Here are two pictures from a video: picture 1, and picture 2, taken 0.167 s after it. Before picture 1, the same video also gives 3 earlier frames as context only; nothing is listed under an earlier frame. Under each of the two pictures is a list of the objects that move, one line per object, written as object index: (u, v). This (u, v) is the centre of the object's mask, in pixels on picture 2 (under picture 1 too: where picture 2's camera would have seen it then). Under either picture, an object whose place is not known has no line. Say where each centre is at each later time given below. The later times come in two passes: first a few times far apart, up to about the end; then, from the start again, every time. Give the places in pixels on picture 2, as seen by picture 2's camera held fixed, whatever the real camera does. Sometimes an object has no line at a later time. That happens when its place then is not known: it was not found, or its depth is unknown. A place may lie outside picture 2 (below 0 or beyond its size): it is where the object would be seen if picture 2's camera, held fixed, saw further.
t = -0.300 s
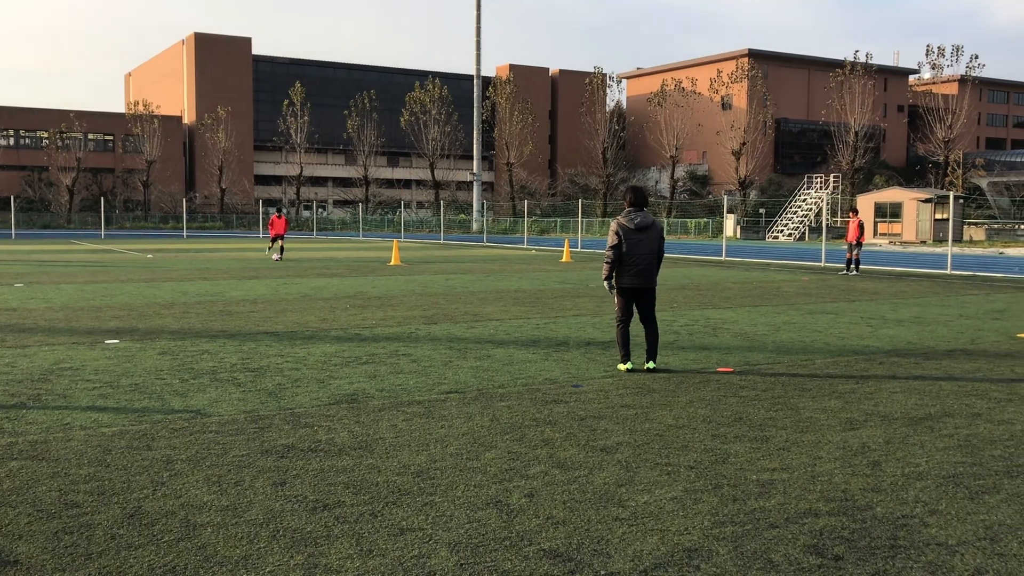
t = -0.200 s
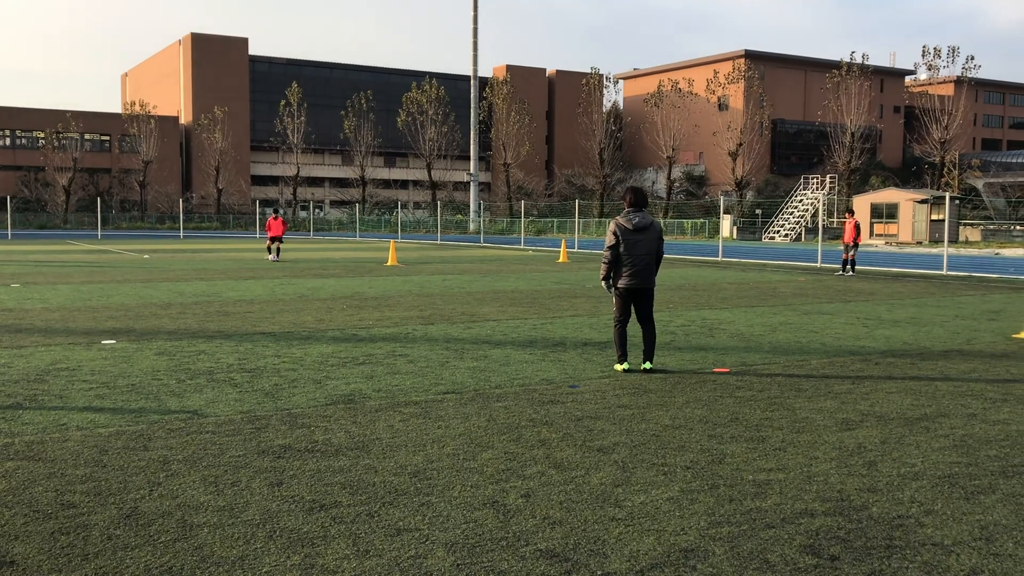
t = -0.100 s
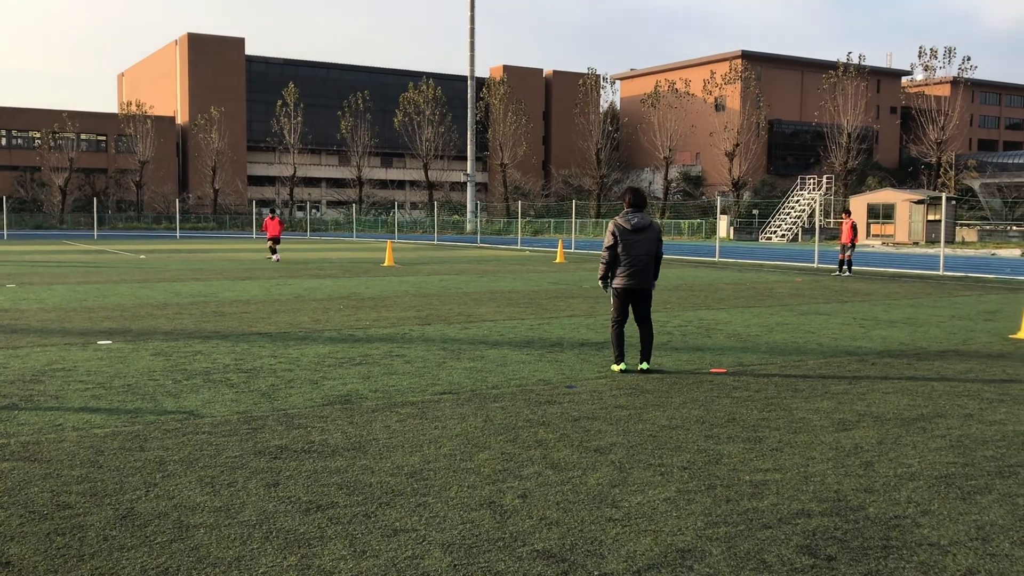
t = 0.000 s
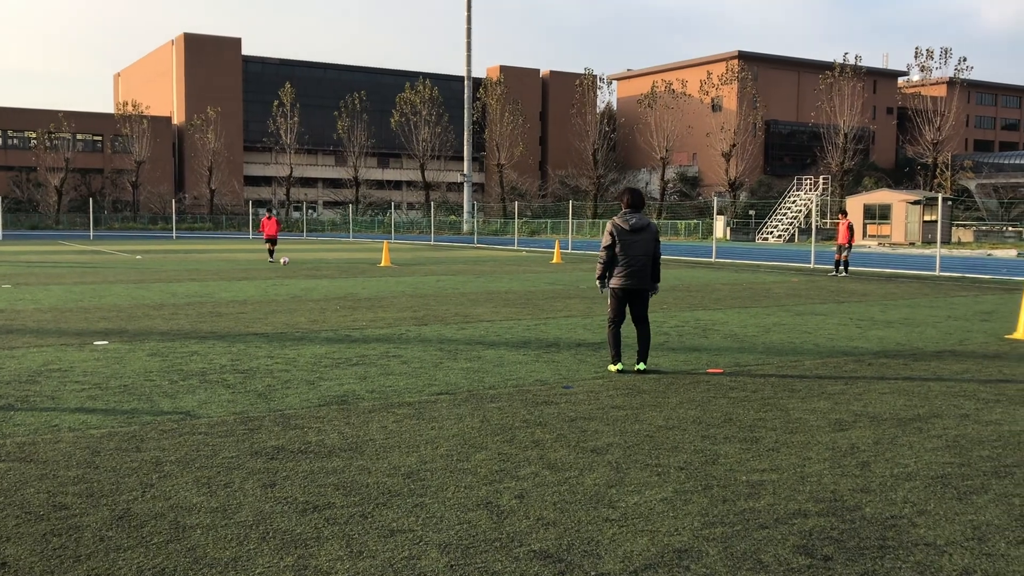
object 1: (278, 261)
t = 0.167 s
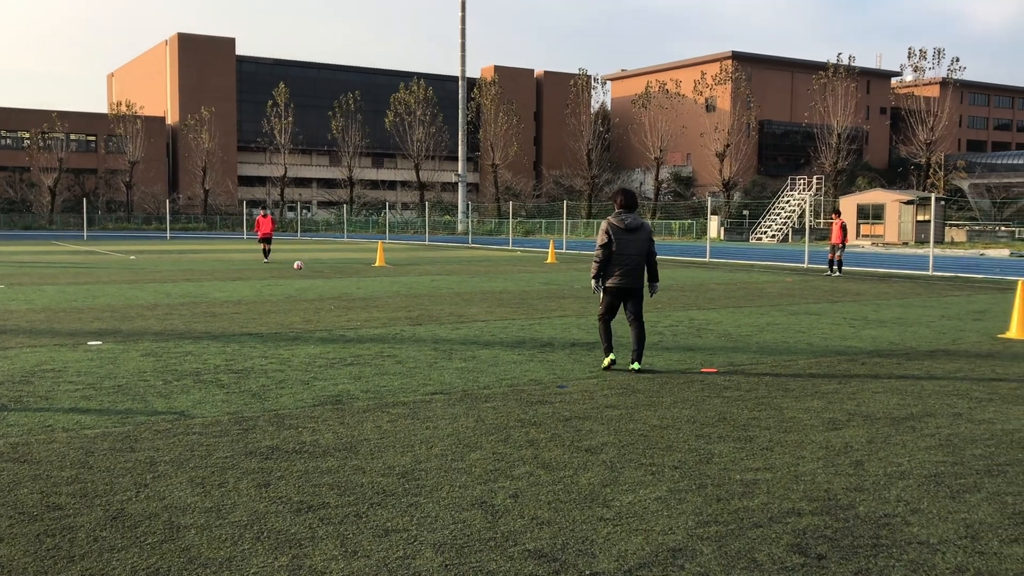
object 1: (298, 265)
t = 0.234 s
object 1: (306, 269)
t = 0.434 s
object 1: (332, 275)
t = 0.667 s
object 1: (363, 282)
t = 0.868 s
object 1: (390, 289)
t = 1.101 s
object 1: (426, 300)
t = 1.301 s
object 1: (461, 309)
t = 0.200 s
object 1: (302, 267)
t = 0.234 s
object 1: (306, 269)
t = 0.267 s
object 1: (310, 270)
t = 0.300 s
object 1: (314, 269)
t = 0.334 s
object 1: (318, 270)
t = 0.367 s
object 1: (322, 271)
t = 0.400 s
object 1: (327, 273)
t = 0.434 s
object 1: (332, 275)
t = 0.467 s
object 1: (336, 277)
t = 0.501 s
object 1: (340, 277)
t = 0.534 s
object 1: (344, 276)
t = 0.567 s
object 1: (349, 277)
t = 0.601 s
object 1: (353, 278)
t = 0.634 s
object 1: (358, 280)
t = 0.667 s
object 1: (363, 282)
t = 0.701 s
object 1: (368, 286)
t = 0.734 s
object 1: (372, 286)
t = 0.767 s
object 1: (376, 286)
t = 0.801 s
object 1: (381, 286)
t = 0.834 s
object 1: (386, 287)
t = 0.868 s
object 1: (390, 289)
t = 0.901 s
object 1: (395, 292)
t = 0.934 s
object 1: (400, 293)
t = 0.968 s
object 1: (405, 293)
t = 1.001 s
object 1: (410, 293)
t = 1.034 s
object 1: (415, 295)
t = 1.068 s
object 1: (421, 297)
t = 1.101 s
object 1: (426, 300)
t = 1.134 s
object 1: (431, 301)
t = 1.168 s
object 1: (437, 301)
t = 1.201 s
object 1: (443, 301)
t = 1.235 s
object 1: (449, 303)
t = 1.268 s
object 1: (455, 306)
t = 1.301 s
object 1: (461, 309)
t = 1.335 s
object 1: (467, 309)
